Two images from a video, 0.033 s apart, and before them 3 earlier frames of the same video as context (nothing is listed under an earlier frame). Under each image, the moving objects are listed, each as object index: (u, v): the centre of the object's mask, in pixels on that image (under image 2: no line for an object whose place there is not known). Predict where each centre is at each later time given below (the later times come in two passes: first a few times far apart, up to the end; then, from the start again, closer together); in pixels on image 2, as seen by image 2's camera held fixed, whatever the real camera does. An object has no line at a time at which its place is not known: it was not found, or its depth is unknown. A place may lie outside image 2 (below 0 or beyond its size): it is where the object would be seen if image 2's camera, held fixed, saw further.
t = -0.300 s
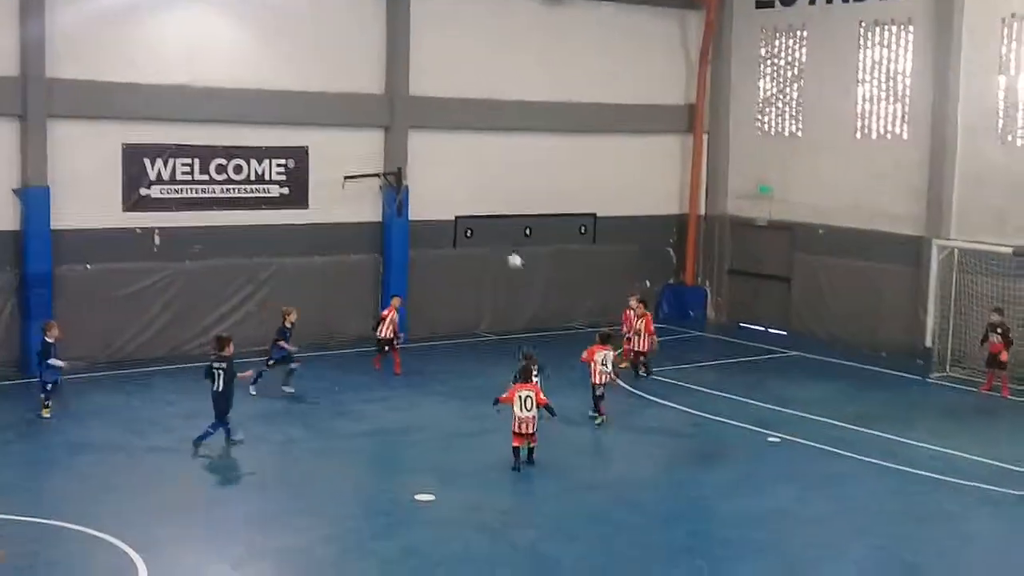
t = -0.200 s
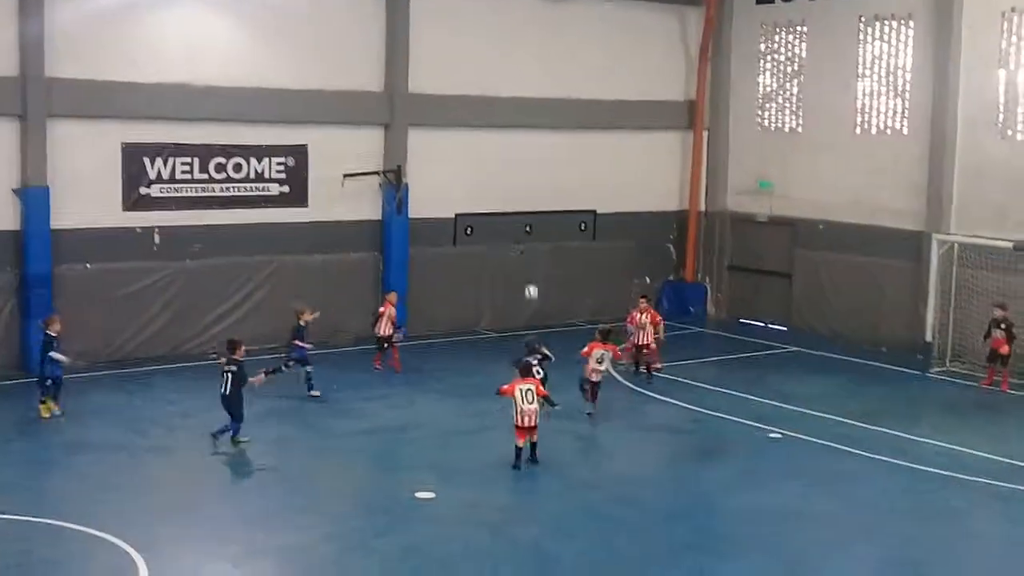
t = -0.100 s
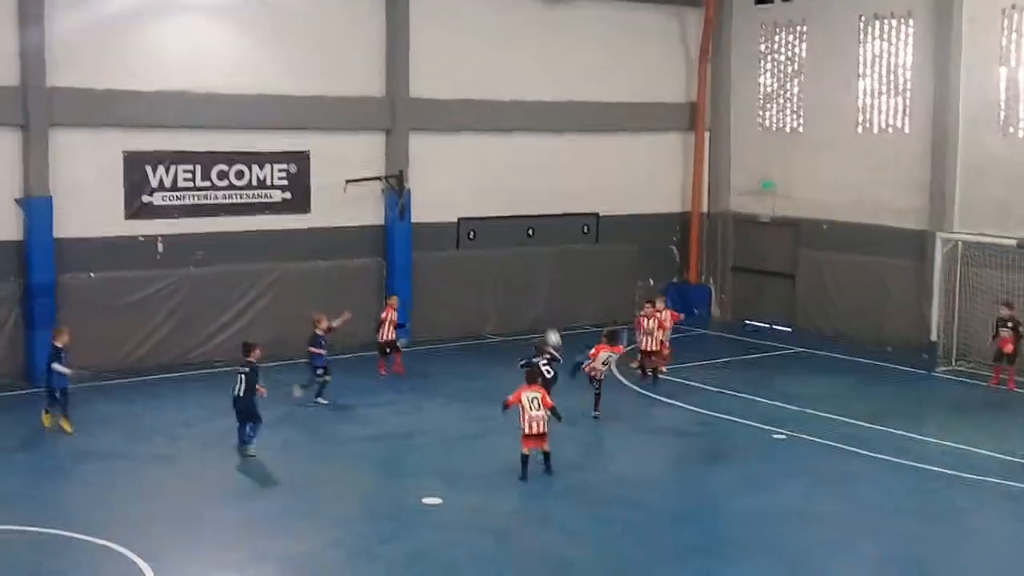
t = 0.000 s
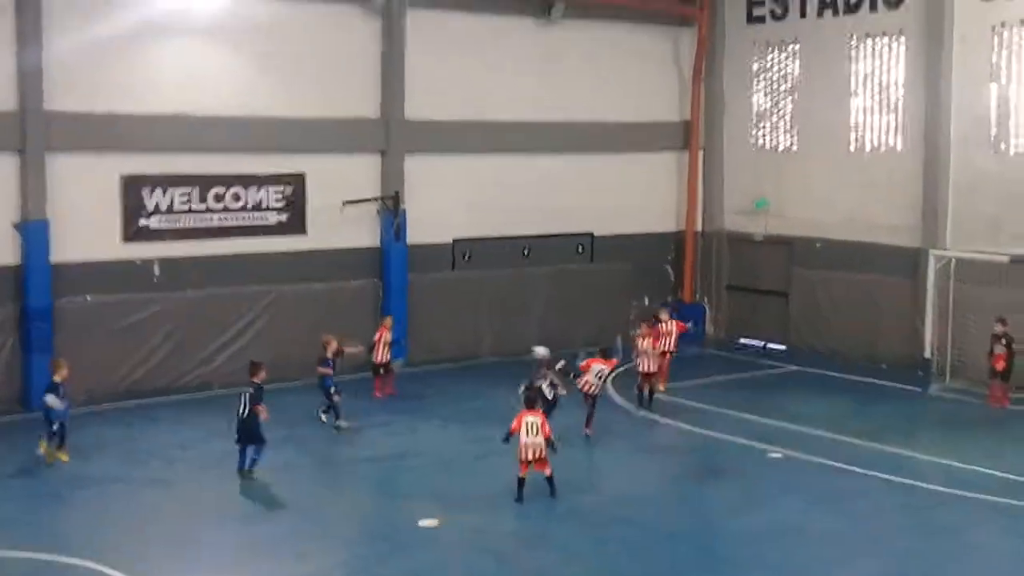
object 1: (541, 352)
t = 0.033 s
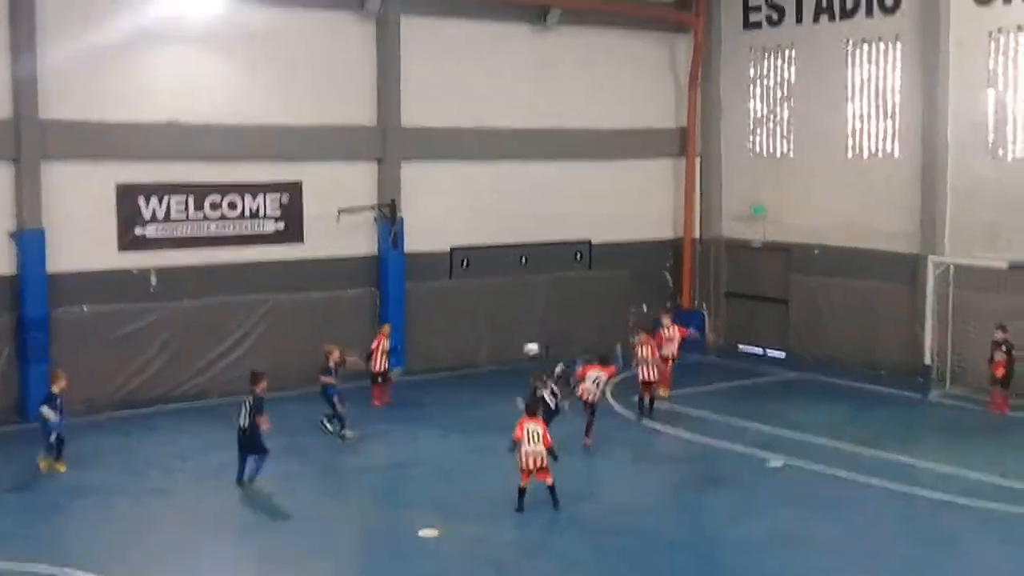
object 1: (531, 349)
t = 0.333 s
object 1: (456, 280)
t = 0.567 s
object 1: (389, 275)
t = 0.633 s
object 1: (370, 281)
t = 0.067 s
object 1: (522, 338)
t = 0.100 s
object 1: (513, 327)
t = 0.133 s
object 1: (507, 317)
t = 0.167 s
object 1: (499, 309)
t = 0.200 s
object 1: (490, 301)
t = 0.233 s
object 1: (481, 293)
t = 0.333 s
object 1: (456, 280)
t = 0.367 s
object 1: (444, 276)
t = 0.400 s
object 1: (437, 273)
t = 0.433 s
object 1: (427, 272)
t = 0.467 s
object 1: (418, 272)
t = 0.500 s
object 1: (409, 271)
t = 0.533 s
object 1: (399, 273)
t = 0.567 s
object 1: (389, 275)
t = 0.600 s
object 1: (379, 278)
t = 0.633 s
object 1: (370, 281)
